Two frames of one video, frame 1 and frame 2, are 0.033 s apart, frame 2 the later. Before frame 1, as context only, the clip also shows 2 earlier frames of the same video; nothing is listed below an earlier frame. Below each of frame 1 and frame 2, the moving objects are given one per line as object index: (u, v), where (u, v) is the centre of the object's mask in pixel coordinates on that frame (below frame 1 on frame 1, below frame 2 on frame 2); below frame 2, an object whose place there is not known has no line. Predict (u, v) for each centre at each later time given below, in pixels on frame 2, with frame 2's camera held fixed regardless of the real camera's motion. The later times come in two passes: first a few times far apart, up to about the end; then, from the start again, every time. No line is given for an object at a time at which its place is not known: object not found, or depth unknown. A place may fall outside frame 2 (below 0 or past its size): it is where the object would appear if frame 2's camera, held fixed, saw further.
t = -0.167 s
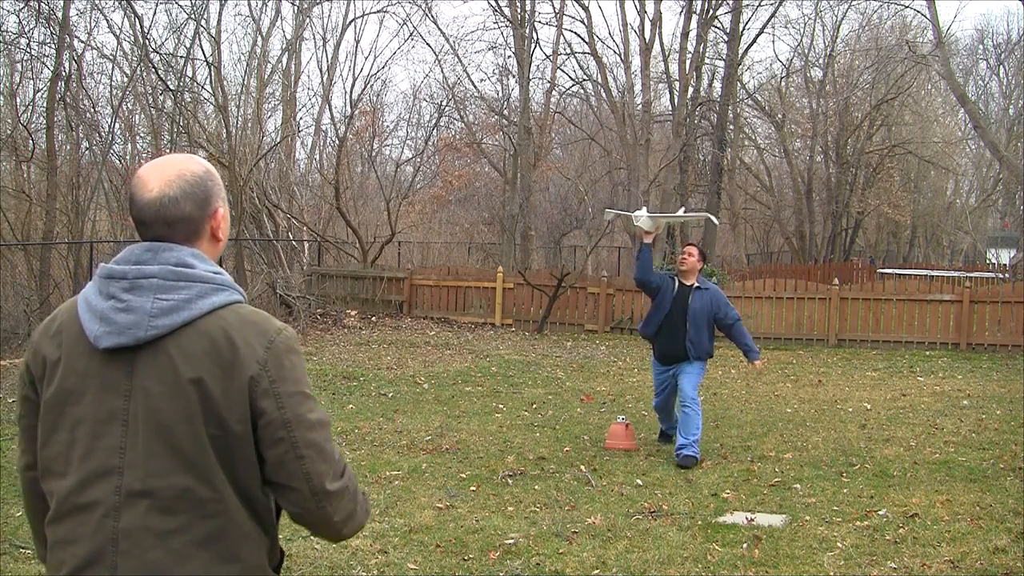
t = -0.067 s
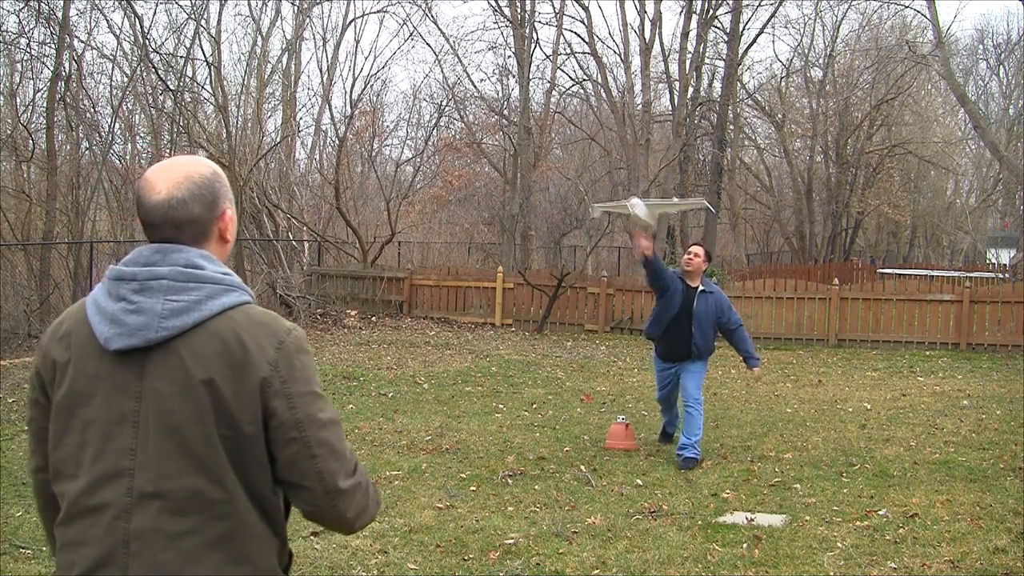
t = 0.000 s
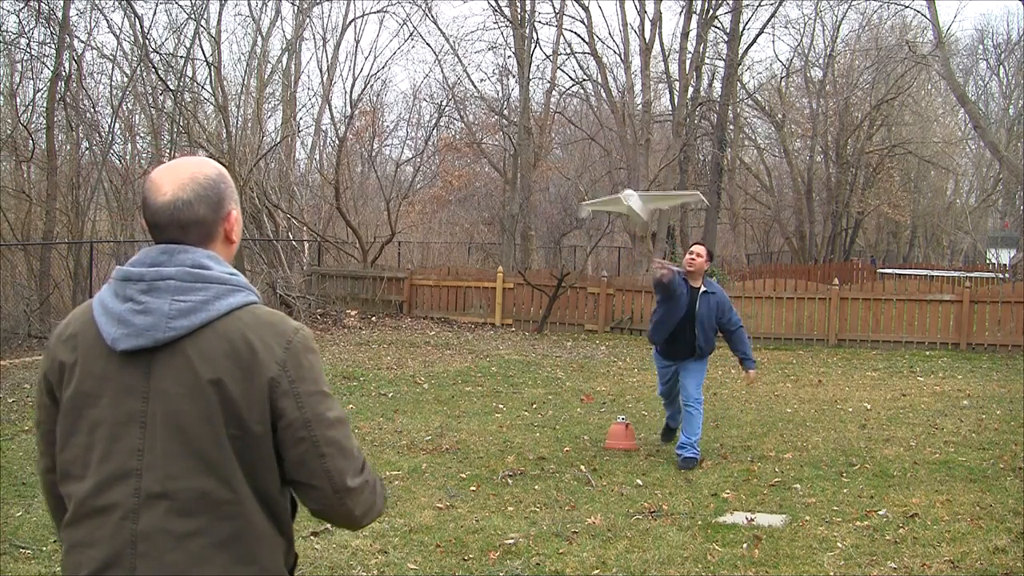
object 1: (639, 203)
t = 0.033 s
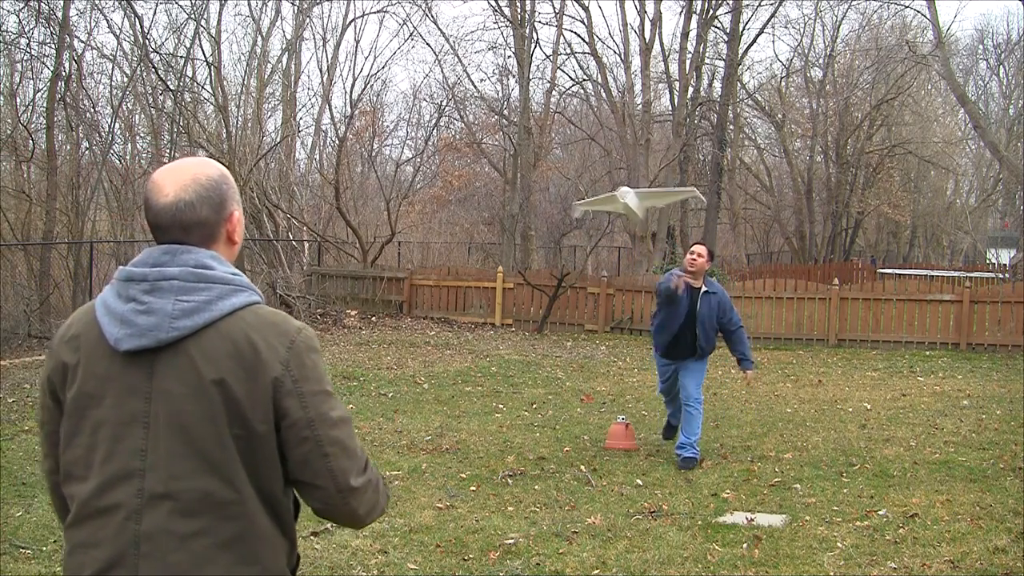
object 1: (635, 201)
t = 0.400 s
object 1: (541, 212)
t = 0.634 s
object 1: (417, 236)
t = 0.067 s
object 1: (629, 199)
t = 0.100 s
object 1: (623, 199)
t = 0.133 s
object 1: (617, 199)
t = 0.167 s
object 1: (610, 199)
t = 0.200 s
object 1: (603, 200)
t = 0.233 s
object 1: (595, 202)
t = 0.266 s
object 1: (585, 204)
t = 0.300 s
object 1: (576, 206)
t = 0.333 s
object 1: (564, 208)
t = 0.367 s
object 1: (553, 211)
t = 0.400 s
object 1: (541, 212)
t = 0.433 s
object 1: (528, 214)
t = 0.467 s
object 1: (511, 215)
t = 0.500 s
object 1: (496, 217)
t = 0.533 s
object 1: (479, 220)
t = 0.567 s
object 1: (463, 223)
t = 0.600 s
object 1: (439, 228)
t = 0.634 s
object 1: (417, 236)
